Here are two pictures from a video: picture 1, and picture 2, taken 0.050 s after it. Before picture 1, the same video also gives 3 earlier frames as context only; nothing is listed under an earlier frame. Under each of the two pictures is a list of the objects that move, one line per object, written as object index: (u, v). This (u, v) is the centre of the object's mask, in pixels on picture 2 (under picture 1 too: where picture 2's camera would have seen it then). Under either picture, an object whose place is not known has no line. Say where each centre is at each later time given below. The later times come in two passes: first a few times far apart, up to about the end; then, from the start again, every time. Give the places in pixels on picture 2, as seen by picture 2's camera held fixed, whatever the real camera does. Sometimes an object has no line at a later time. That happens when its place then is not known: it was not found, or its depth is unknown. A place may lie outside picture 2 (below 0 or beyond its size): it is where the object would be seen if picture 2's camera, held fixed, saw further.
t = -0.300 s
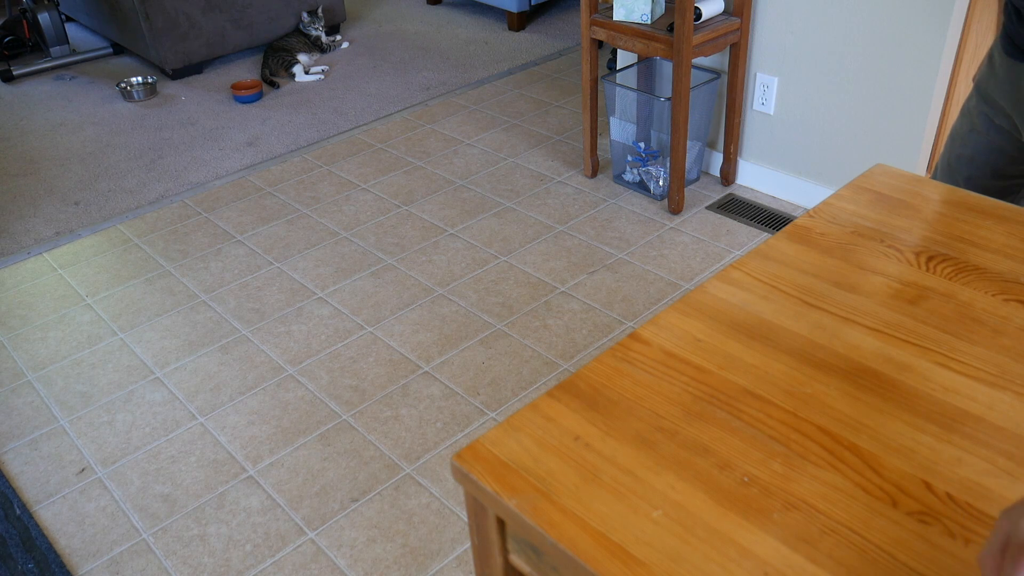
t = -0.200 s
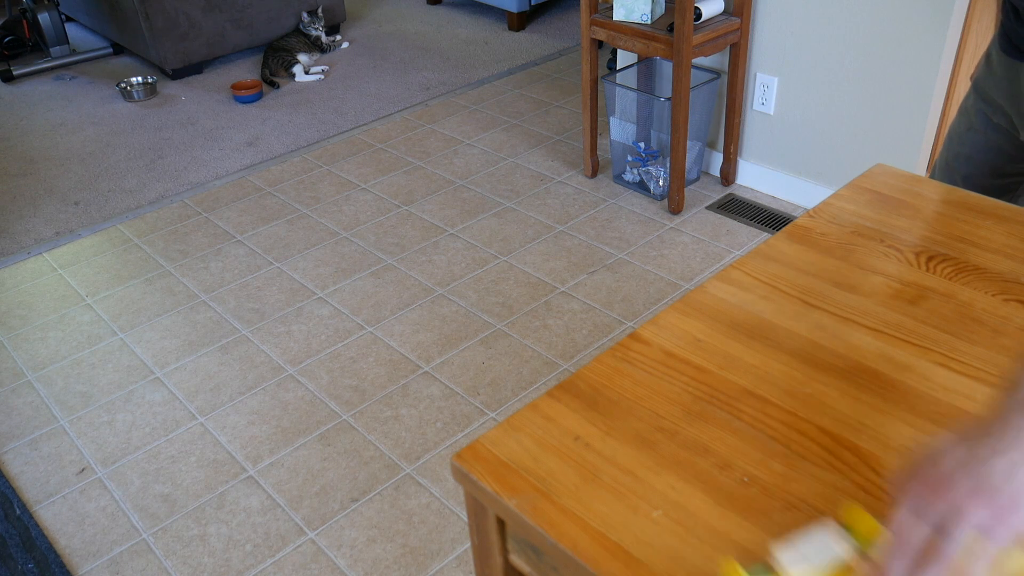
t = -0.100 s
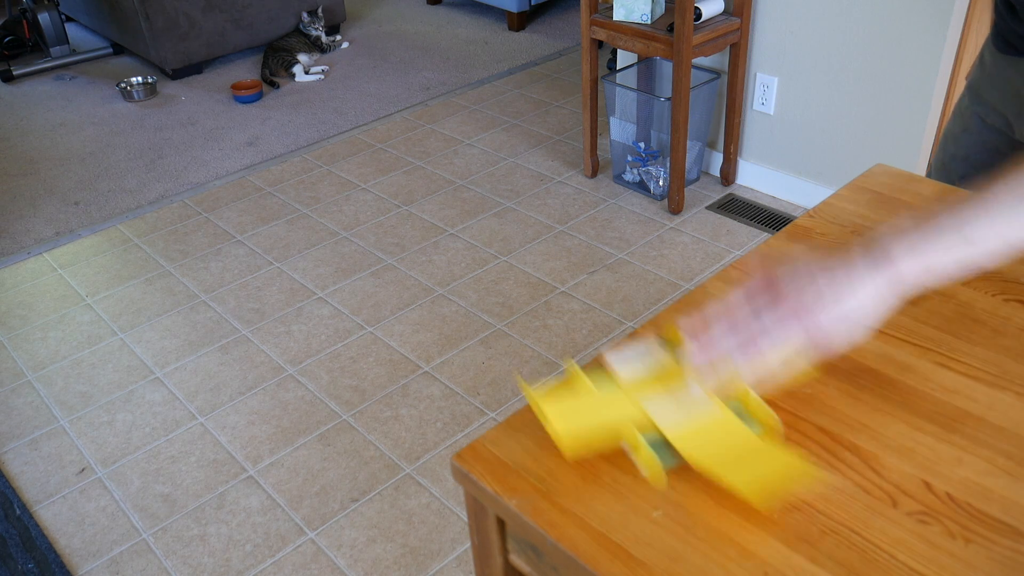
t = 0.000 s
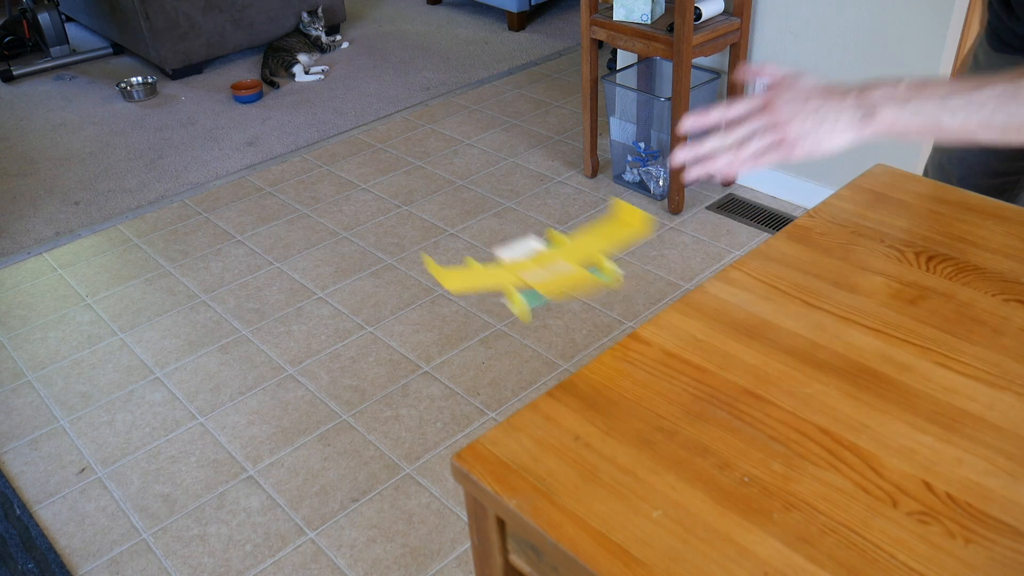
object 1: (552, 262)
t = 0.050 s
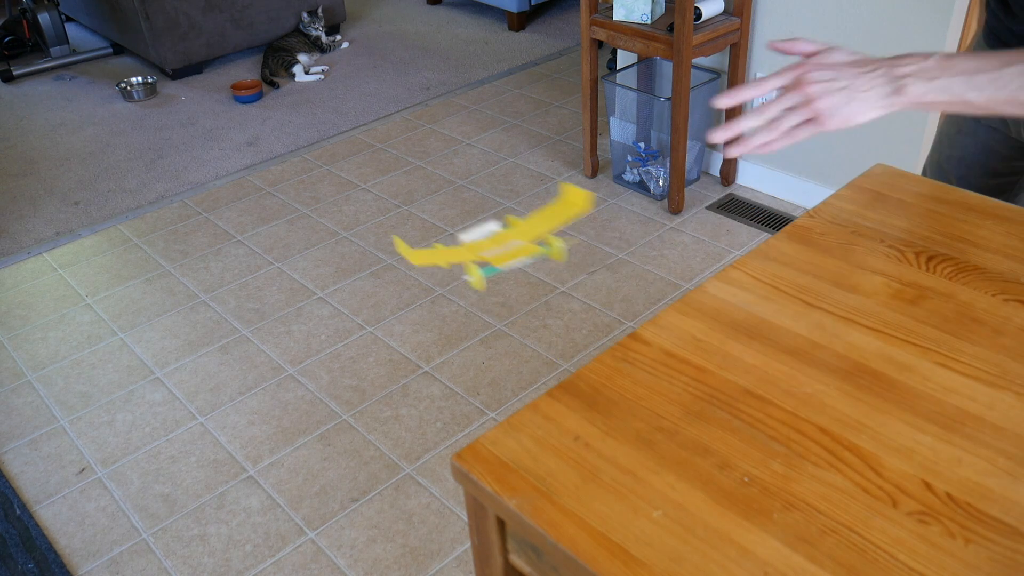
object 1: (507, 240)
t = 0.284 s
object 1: (390, 277)
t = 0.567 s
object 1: (301, 263)
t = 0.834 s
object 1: (235, 193)
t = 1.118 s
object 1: (187, 147)
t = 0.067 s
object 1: (495, 236)
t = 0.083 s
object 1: (483, 235)
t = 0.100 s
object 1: (472, 235)
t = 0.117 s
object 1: (462, 236)
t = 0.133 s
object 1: (452, 238)
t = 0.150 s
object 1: (443, 241)
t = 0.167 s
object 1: (435, 245)
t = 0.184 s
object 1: (427, 249)
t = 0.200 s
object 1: (420, 253)
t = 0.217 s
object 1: (414, 258)
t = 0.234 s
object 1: (407, 262)
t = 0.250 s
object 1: (401, 267)
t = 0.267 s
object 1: (395, 272)
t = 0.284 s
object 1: (390, 277)
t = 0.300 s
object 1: (385, 282)
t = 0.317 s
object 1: (379, 287)
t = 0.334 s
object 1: (374, 292)
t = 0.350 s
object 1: (369, 297)
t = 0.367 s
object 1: (365, 302)
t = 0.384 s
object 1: (361, 308)
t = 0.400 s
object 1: (356, 313)
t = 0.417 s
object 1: (352, 317)
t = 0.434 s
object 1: (346, 316)
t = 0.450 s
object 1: (340, 310)
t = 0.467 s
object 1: (335, 301)
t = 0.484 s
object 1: (331, 290)
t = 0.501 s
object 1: (325, 283)
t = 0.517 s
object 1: (318, 277)
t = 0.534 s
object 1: (312, 272)
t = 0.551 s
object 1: (306, 268)
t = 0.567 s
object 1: (301, 263)
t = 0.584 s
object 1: (296, 258)
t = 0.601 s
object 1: (293, 252)
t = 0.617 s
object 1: (289, 247)
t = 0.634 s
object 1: (284, 242)
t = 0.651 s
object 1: (279, 237)
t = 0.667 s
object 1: (274, 233)
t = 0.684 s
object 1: (269, 229)
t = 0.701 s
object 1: (265, 225)
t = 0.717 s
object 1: (262, 220)
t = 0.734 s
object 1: (258, 216)
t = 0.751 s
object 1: (254, 212)
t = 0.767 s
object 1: (251, 208)
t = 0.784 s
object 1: (246, 204)
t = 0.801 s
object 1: (242, 201)
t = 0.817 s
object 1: (239, 197)
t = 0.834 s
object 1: (235, 193)
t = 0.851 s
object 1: (231, 190)
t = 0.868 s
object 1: (228, 186)
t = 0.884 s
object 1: (223, 183)
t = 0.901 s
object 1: (221, 178)
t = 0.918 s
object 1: (217, 174)
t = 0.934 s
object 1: (216, 170)
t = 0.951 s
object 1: (213, 168)
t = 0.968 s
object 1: (210, 164)
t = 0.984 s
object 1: (207, 160)
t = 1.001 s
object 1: (203, 155)
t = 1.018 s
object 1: (200, 153)
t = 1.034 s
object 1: (199, 152)
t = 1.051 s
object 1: (197, 152)
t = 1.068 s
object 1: (196, 152)
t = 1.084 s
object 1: (195, 151)
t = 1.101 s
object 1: (192, 151)
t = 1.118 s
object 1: (187, 147)
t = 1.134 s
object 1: (184, 145)
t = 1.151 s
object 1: (182, 142)
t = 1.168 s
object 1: (180, 140)
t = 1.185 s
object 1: (177, 139)
